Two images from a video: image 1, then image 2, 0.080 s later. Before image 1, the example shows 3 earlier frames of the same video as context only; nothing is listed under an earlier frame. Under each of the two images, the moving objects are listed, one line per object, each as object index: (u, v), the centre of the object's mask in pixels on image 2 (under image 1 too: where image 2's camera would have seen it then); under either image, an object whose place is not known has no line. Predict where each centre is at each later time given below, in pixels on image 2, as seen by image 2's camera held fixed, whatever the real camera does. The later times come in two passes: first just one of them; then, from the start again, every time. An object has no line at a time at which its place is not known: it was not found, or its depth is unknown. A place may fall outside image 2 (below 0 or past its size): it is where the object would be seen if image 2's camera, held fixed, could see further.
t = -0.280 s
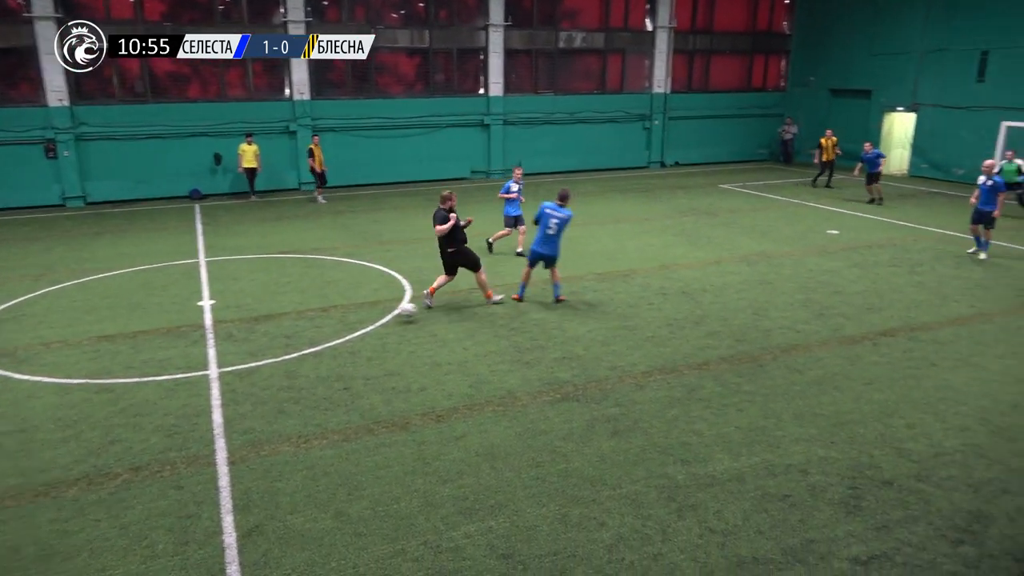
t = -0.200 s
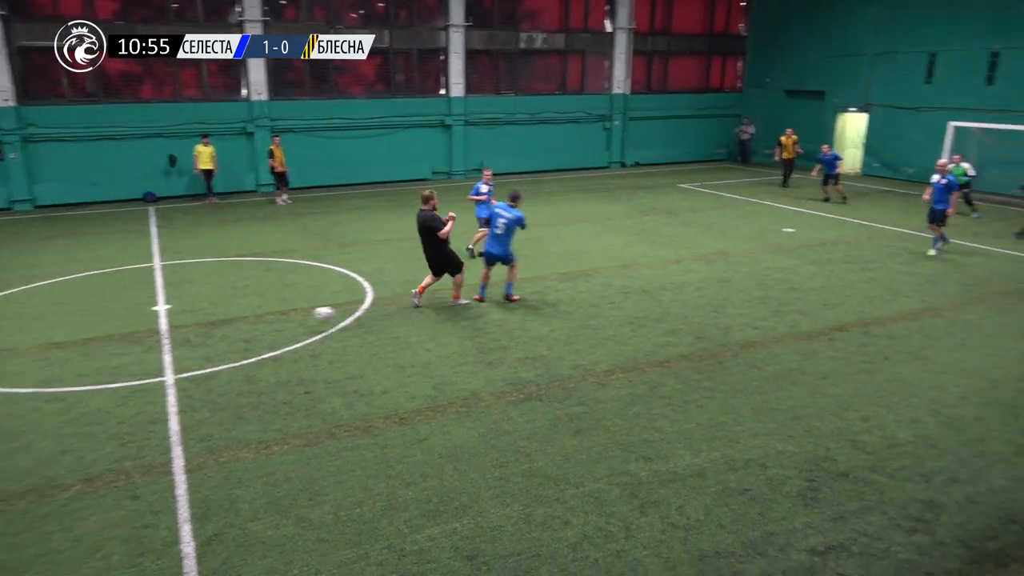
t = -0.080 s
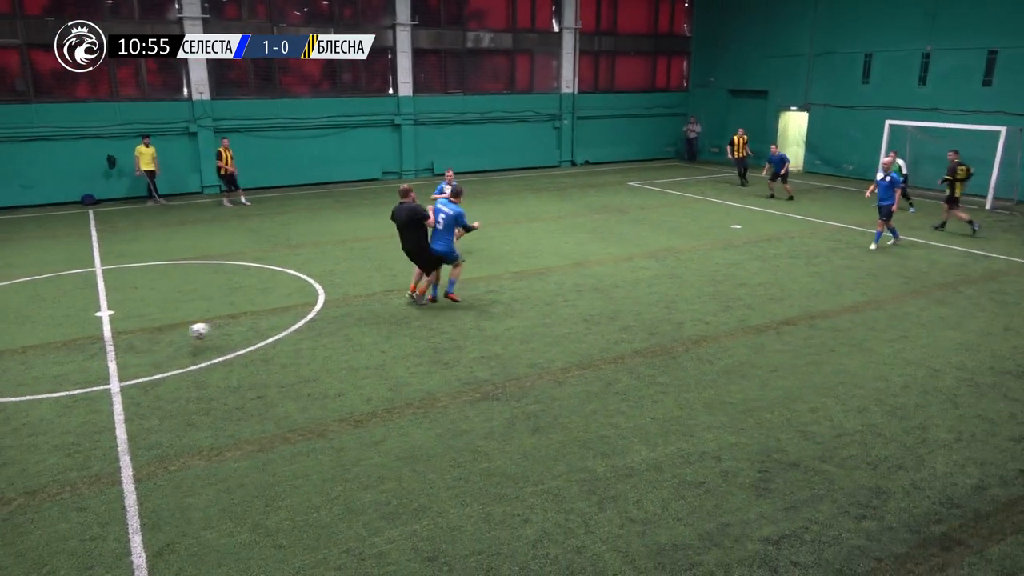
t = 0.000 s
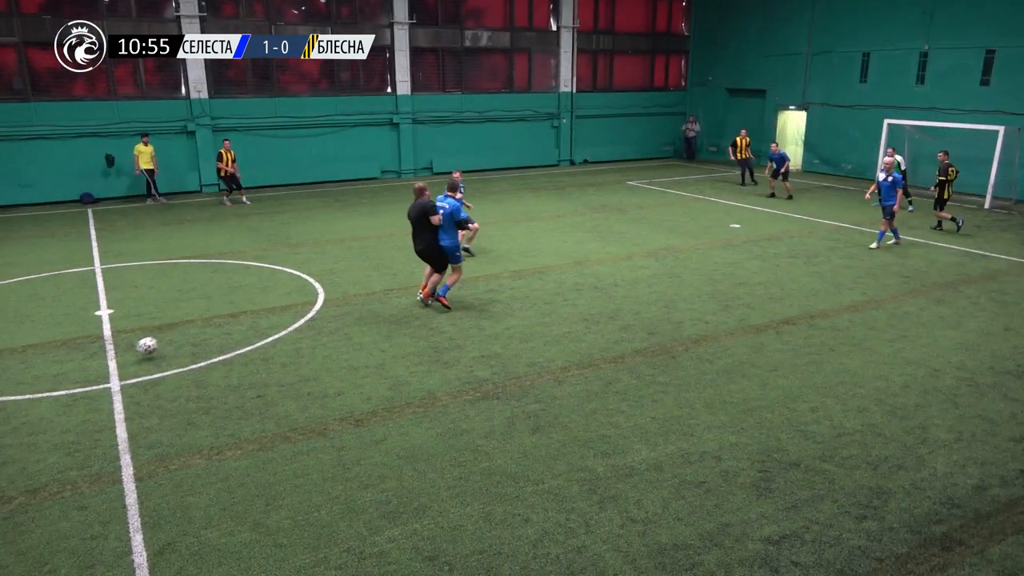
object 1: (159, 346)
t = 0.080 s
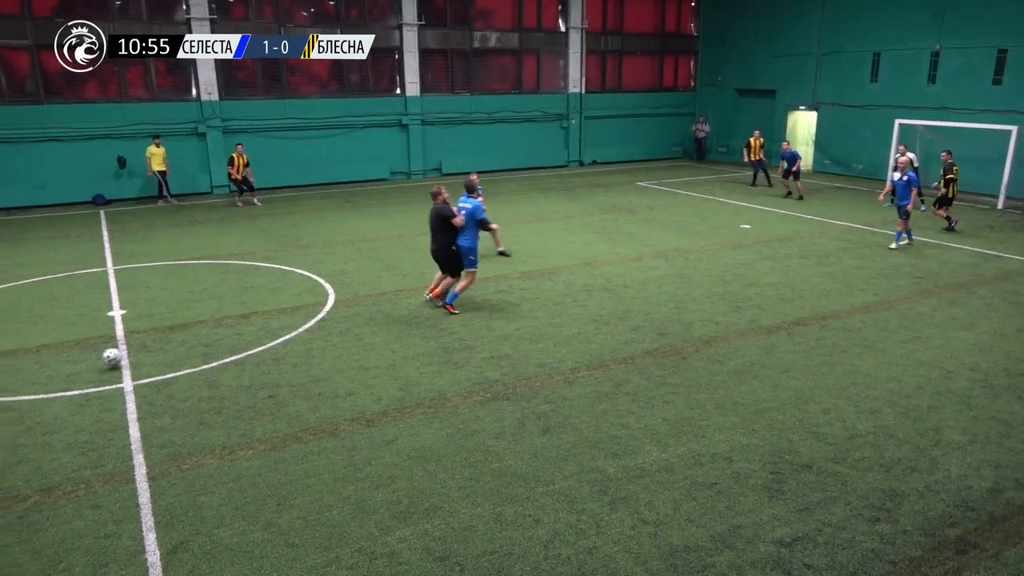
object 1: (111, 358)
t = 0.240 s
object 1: (24, 374)
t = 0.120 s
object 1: (90, 359)
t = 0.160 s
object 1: (69, 362)
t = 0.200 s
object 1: (47, 367)
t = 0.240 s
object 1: (24, 374)
